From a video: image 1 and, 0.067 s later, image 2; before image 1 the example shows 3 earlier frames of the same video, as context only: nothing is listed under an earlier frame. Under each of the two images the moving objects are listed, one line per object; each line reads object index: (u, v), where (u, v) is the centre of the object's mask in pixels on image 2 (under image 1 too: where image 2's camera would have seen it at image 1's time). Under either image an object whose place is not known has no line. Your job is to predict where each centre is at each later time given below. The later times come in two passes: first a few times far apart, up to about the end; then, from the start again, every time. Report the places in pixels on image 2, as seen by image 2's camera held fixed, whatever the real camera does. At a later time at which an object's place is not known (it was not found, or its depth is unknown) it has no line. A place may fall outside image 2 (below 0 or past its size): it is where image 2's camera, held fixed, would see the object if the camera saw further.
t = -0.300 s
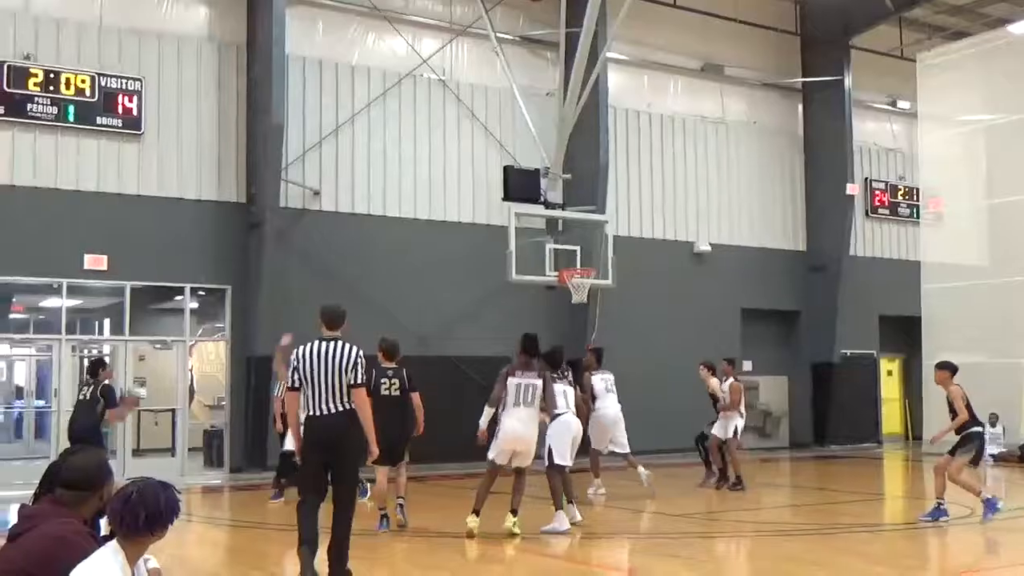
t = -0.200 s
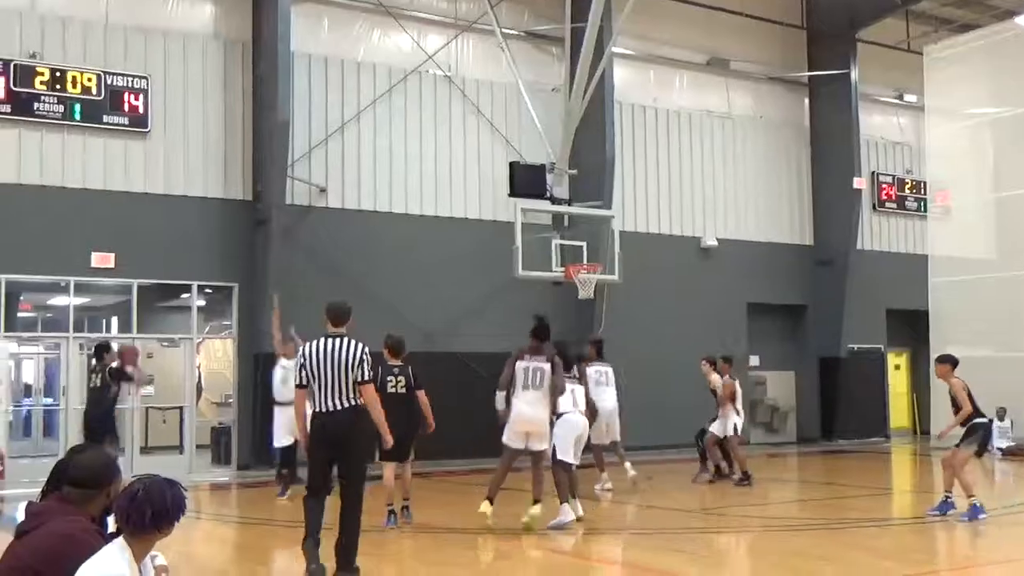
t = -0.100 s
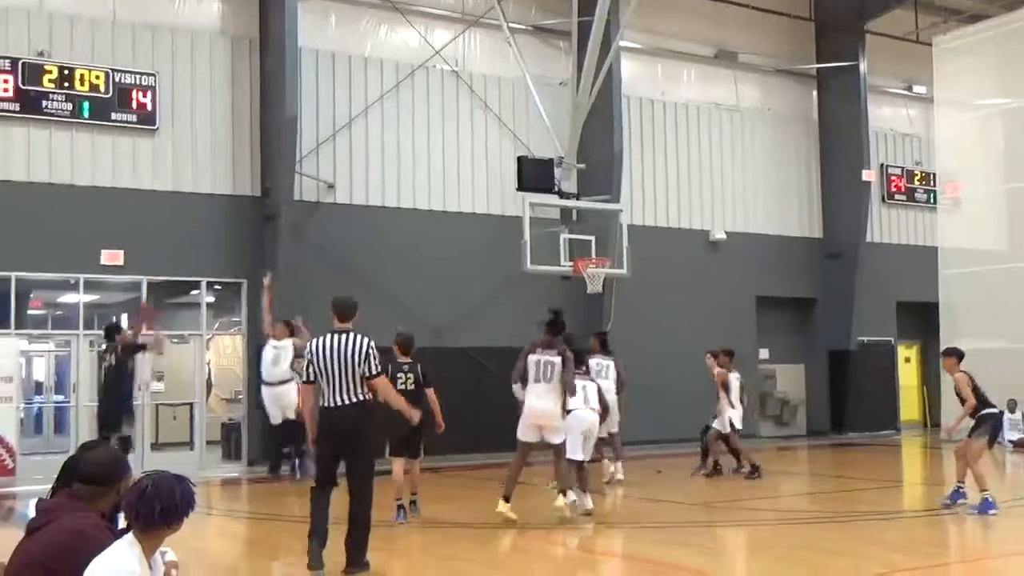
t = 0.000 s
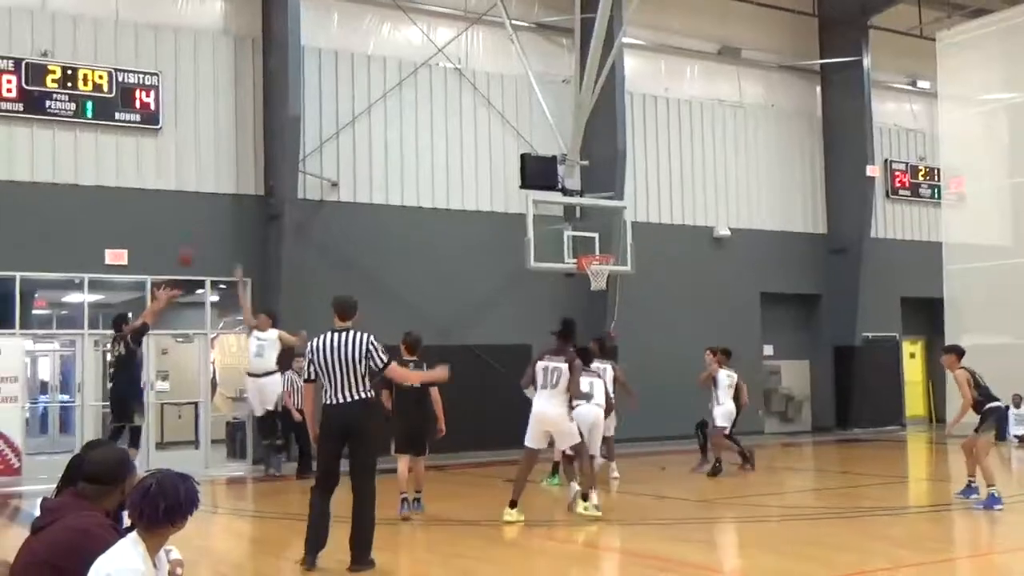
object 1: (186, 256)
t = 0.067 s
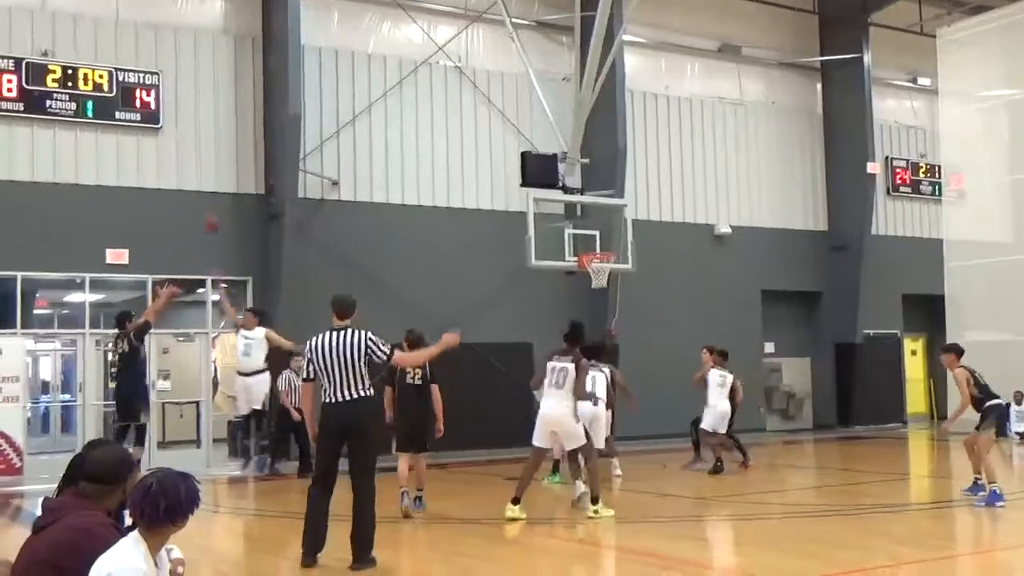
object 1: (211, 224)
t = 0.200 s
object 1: (264, 173)
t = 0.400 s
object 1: (339, 125)
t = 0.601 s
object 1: (405, 110)
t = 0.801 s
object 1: (469, 122)
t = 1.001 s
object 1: (529, 161)
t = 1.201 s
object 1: (586, 223)
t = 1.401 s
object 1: (614, 210)
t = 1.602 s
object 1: (632, 170)
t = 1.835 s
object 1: (655, 157)
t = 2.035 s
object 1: (675, 173)
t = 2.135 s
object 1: (686, 191)
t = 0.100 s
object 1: (226, 211)
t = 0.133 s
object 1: (237, 199)
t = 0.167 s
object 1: (251, 187)
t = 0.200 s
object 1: (264, 173)
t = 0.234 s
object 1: (276, 160)
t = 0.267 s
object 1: (291, 153)
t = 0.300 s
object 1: (304, 146)
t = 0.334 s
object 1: (314, 137)
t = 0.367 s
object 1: (326, 131)
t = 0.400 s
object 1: (339, 125)
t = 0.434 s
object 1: (350, 121)
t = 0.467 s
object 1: (361, 117)
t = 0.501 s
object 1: (372, 114)
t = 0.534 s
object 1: (384, 111)
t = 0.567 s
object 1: (395, 110)
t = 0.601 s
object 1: (405, 110)
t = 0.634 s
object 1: (417, 110)
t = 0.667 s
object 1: (427, 111)
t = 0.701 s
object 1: (438, 112)
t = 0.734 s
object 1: (449, 115)
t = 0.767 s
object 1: (459, 118)
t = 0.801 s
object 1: (469, 122)
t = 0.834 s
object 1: (479, 127)
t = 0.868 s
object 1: (489, 133)
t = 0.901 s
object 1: (498, 138)
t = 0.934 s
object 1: (508, 146)
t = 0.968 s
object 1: (517, 153)
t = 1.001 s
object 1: (529, 161)
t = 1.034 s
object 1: (536, 170)
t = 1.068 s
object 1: (548, 179)
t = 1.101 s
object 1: (557, 188)
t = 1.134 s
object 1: (565, 199)
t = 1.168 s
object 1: (574, 210)
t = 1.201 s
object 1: (586, 223)
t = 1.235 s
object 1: (592, 239)
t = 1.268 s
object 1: (601, 244)
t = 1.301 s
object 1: (604, 243)
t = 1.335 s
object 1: (609, 230)
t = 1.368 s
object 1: (612, 218)
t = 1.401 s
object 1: (614, 210)
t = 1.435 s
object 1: (618, 202)
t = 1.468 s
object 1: (620, 194)
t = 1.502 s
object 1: (624, 188)
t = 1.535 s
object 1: (628, 180)
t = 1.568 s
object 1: (630, 175)
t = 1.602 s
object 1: (632, 170)
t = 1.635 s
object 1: (636, 166)
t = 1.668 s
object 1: (638, 163)
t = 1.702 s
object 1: (642, 160)
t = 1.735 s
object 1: (645, 158)
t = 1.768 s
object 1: (648, 157)
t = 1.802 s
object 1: (652, 157)
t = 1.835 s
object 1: (655, 157)
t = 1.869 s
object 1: (658, 158)
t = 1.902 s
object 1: (661, 160)
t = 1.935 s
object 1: (665, 162)
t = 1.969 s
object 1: (669, 165)
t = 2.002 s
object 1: (672, 169)
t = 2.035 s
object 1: (675, 173)
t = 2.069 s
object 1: (679, 179)
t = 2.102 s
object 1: (682, 185)
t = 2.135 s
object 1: (686, 191)
